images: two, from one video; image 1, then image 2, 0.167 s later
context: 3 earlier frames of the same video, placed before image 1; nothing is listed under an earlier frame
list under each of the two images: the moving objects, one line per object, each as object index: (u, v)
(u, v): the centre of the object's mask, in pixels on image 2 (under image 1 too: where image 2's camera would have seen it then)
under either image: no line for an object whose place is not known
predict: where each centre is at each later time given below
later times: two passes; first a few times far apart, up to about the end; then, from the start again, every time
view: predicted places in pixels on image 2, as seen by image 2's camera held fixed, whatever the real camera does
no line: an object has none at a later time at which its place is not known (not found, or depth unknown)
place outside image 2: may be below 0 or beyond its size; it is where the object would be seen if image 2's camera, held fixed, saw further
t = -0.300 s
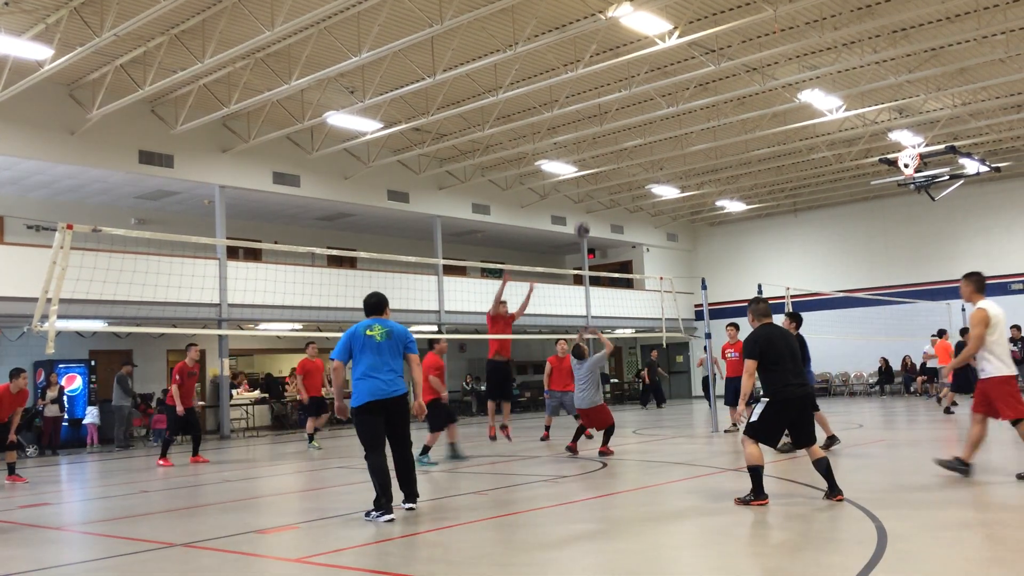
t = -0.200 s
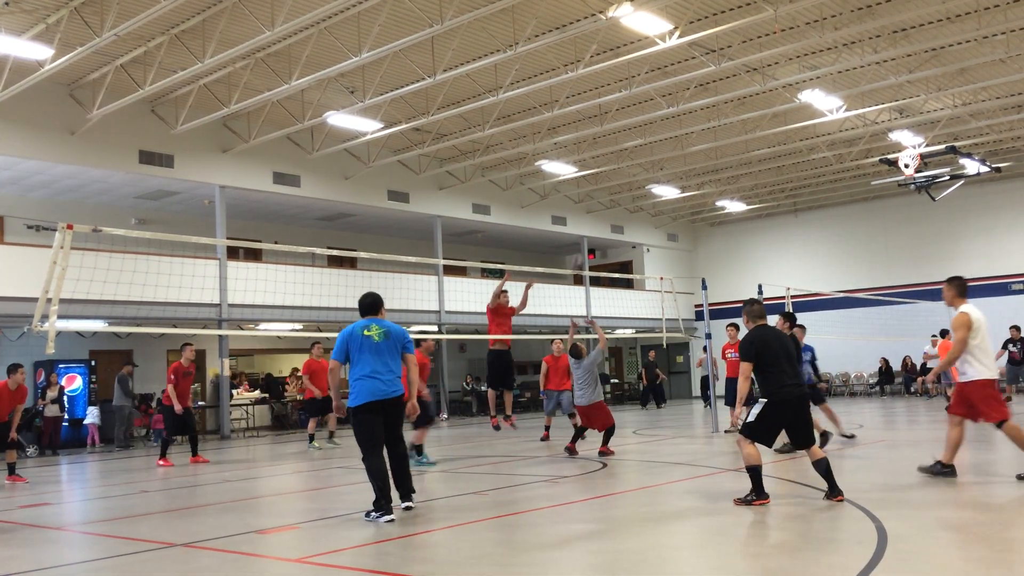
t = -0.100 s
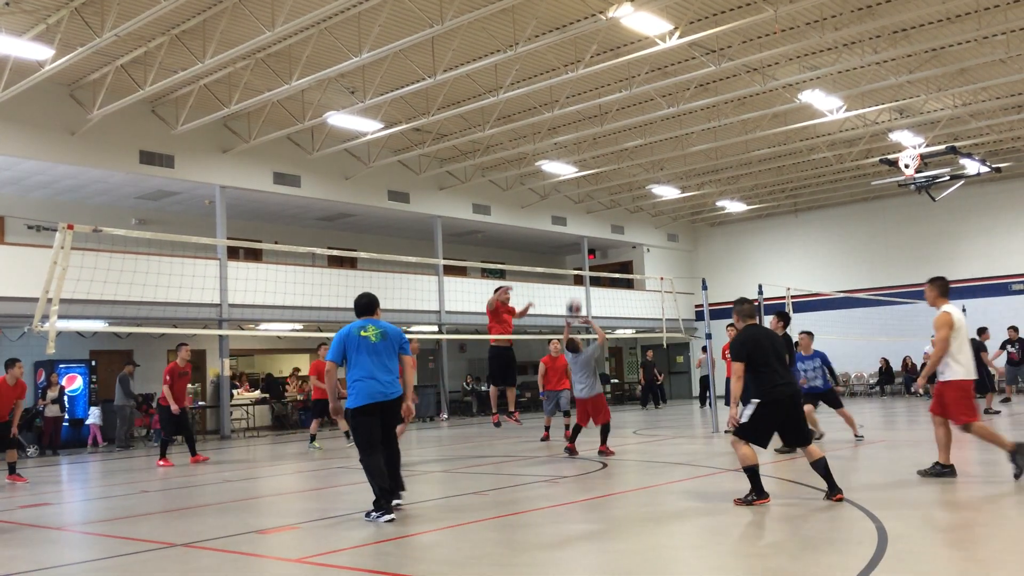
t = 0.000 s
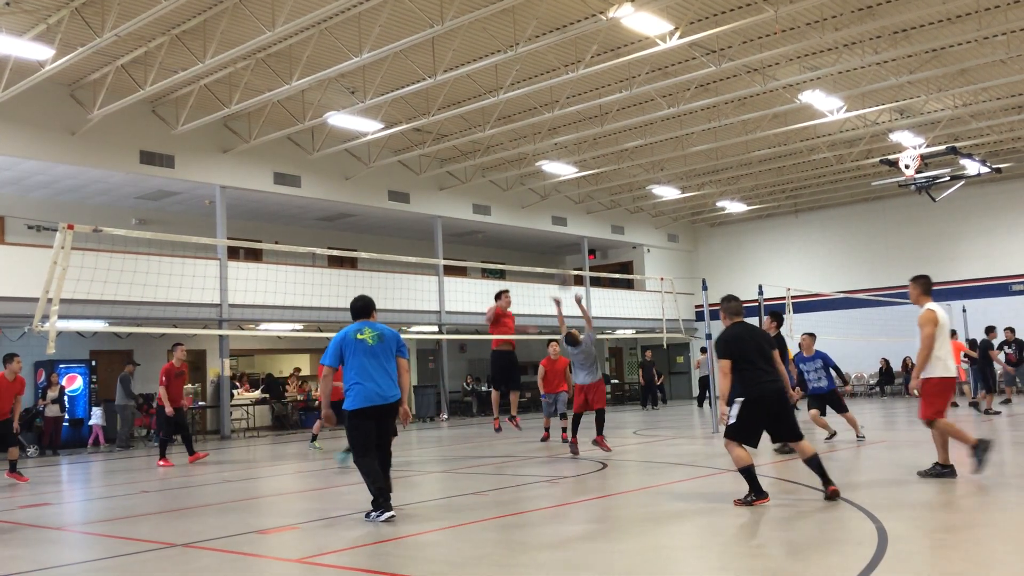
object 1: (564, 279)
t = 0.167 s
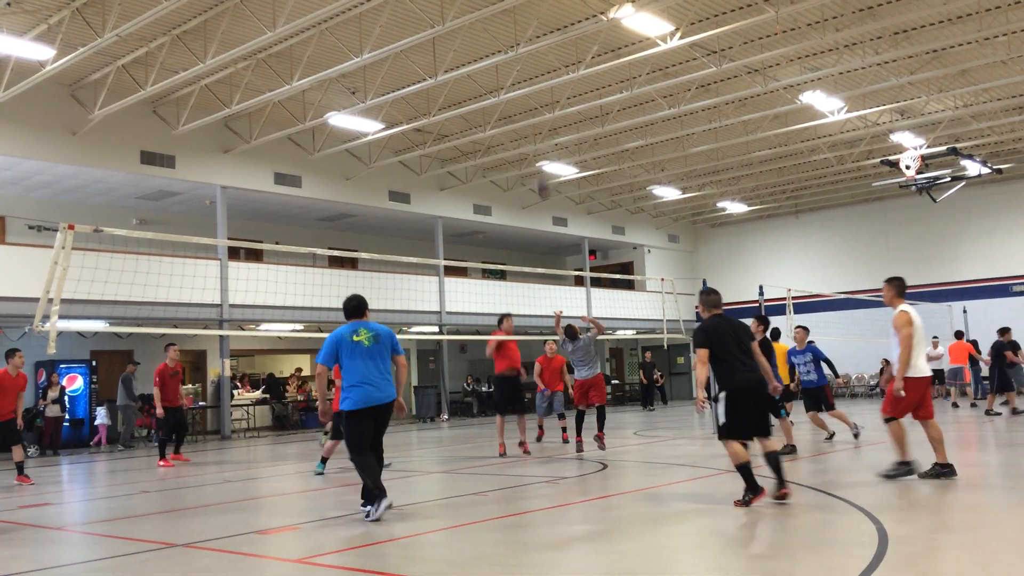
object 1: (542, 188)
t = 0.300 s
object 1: (523, 128)
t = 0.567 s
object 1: (490, 48)
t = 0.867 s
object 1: (451, 22)
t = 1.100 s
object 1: (421, 57)
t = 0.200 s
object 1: (537, 172)
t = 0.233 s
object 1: (533, 156)
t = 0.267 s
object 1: (528, 143)
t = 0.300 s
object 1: (523, 128)
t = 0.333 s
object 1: (519, 115)
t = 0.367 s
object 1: (515, 102)
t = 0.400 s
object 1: (510, 92)
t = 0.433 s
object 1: (506, 81)
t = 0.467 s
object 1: (503, 73)
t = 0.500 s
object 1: (498, 63)
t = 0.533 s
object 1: (494, 55)
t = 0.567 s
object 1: (490, 48)
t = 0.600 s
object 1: (486, 41)
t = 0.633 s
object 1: (481, 36)
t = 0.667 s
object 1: (476, 31)
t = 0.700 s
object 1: (472, 27)
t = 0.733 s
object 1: (468, 24)
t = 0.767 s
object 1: (463, 22)
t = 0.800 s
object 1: (459, 21)
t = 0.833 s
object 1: (455, 21)
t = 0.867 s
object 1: (451, 22)
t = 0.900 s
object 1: (446, 24)
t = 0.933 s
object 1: (442, 27)
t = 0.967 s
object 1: (438, 30)
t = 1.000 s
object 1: (434, 36)
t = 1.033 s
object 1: (429, 42)
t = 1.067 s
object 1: (425, 49)
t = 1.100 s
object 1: (421, 57)
